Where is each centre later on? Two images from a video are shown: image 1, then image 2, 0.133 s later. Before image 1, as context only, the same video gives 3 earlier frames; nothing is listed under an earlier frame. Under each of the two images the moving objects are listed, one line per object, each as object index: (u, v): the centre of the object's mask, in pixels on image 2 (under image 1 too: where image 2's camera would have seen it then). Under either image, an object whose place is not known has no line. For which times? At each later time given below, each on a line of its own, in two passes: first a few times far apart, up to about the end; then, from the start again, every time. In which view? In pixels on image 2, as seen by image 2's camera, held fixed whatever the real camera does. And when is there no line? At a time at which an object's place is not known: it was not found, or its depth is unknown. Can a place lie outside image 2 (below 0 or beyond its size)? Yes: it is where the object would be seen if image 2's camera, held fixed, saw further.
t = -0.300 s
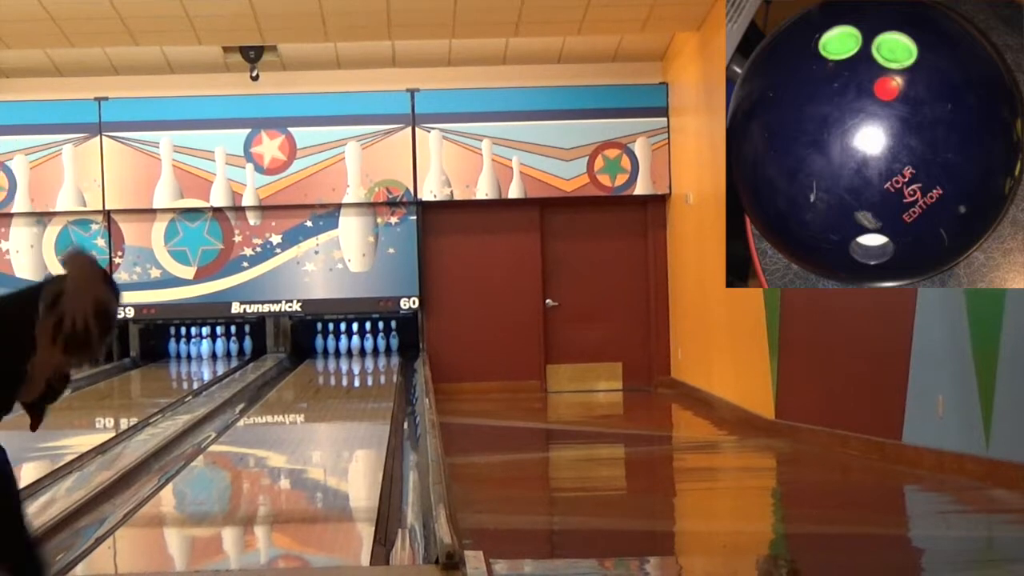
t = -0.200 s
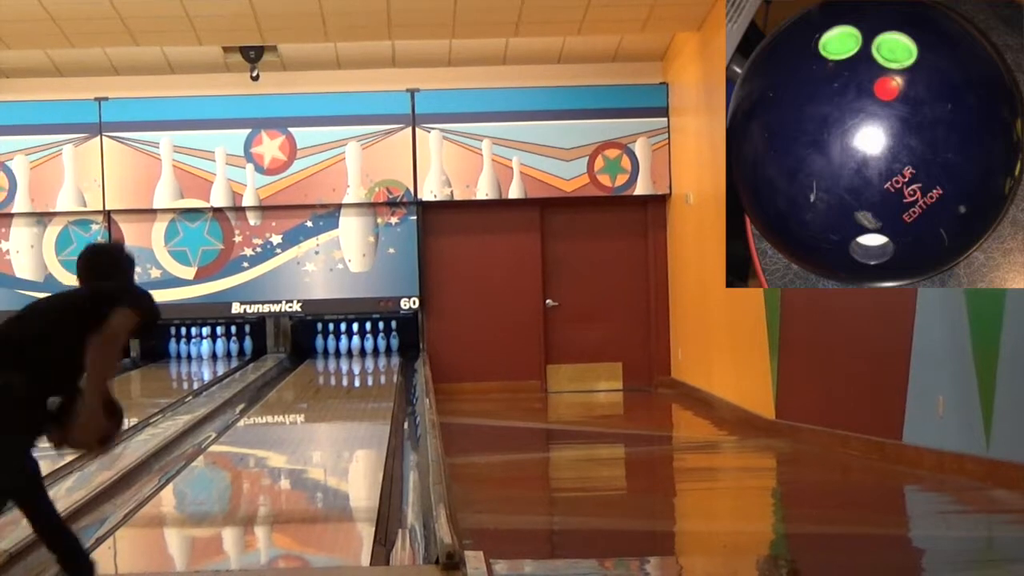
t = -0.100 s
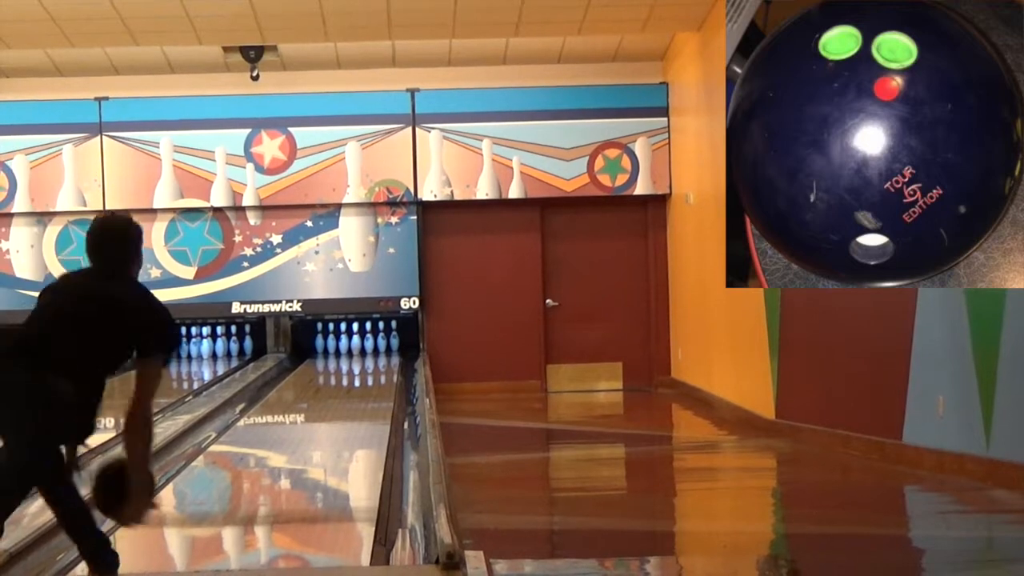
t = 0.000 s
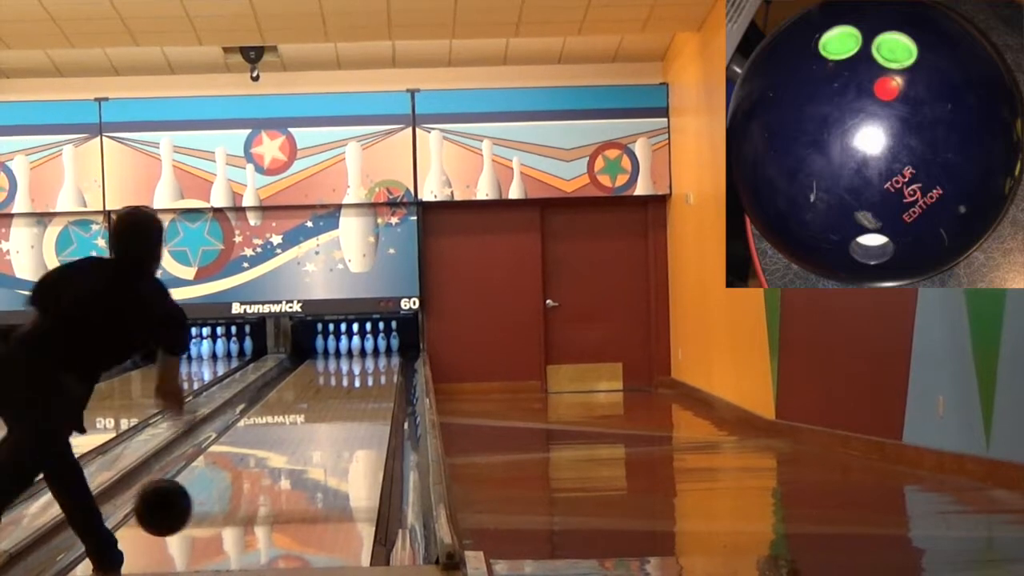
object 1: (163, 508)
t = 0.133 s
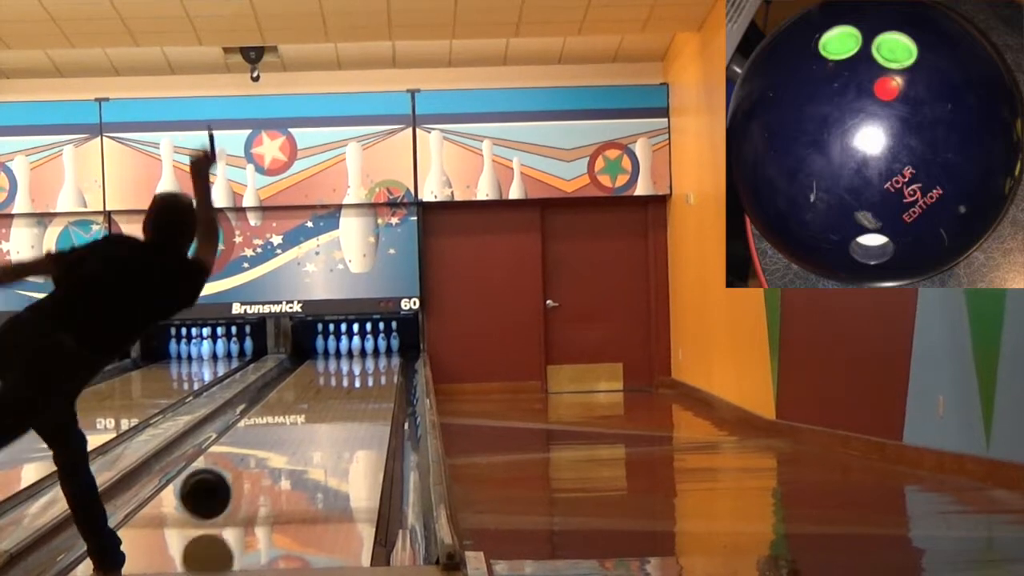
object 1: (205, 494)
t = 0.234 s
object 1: (230, 481)
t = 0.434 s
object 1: (270, 451)
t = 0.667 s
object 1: (304, 426)
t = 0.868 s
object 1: (326, 409)
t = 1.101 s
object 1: (346, 393)
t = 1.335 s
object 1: (362, 381)
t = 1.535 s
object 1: (371, 372)
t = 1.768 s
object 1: (377, 364)
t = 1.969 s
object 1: (379, 358)
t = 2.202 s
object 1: (373, 352)
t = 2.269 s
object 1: (371, 350)
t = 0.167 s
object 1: (214, 488)
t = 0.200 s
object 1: (222, 486)
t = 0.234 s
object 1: (230, 481)
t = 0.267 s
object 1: (238, 476)
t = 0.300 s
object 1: (245, 471)
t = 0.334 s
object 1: (252, 465)
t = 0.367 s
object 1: (258, 461)
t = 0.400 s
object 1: (264, 456)
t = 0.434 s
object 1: (270, 451)
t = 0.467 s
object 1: (276, 447)
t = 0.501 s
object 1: (281, 443)
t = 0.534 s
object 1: (286, 440)
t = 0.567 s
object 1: (291, 436)
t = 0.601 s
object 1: (296, 432)
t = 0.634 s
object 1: (300, 429)
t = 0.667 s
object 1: (304, 426)
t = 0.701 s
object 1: (309, 423)
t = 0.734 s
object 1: (313, 420)
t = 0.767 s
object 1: (316, 417)
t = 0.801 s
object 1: (320, 414)
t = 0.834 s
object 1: (323, 411)
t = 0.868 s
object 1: (326, 409)
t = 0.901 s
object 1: (329, 407)
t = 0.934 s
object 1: (332, 404)
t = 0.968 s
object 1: (335, 401)
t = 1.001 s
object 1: (338, 399)
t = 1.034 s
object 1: (341, 397)
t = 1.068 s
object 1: (344, 395)
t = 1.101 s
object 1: (346, 393)
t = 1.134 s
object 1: (348, 391)
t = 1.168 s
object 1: (351, 389)
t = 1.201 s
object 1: (353, 387)
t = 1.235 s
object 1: (355, 385)
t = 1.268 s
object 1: (357, 384)
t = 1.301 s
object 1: (359, 383)
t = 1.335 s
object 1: (362, 381)
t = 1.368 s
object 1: (363, 379)
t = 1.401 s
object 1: (365, 378)
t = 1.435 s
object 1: (367, 376)
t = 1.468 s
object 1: (368, 375)
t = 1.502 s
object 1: (370, 373)
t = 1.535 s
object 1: (371, 372)
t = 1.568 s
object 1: (373, 370)
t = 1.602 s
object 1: (374, 369)
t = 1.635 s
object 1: (375, 369)
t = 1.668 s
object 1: (376, 367)
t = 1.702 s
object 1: (377, 365)
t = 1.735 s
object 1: (377, 364)
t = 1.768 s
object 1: (377, 364)
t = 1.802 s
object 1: (378, 362)
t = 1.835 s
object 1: (379, 361)
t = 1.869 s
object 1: (379, 360)
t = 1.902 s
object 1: (379, 359)
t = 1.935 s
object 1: (380, 358)
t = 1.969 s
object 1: (379, 358)
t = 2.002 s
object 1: (379, 357)
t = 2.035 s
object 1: (378, 356)
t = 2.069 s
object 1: (377, 355)
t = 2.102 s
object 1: (377, 354)
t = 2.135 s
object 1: (376, 353)
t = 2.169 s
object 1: (374, 353)
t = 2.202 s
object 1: (373, 352)
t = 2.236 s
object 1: (372, 351)
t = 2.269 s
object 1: (371, 350)
